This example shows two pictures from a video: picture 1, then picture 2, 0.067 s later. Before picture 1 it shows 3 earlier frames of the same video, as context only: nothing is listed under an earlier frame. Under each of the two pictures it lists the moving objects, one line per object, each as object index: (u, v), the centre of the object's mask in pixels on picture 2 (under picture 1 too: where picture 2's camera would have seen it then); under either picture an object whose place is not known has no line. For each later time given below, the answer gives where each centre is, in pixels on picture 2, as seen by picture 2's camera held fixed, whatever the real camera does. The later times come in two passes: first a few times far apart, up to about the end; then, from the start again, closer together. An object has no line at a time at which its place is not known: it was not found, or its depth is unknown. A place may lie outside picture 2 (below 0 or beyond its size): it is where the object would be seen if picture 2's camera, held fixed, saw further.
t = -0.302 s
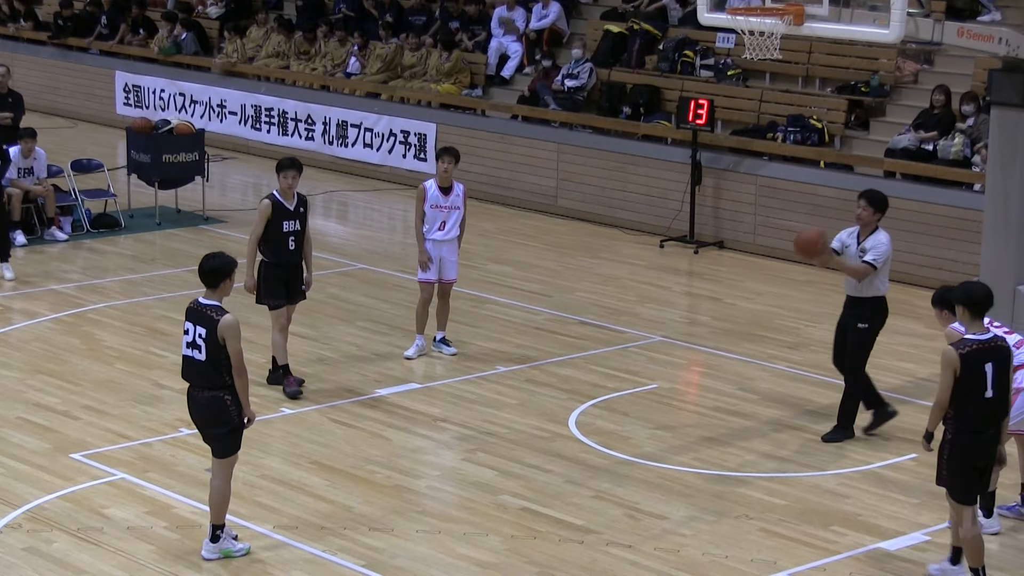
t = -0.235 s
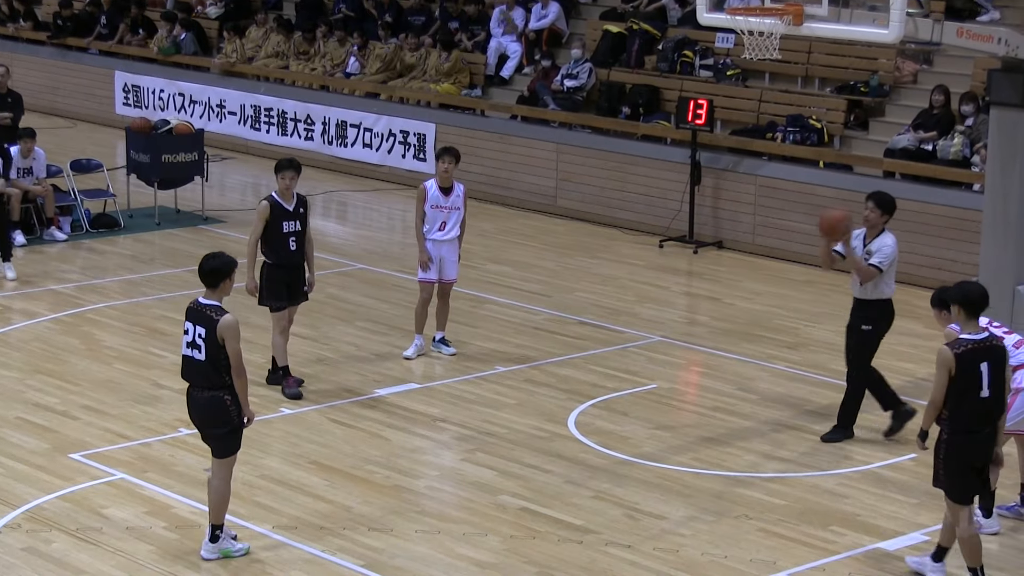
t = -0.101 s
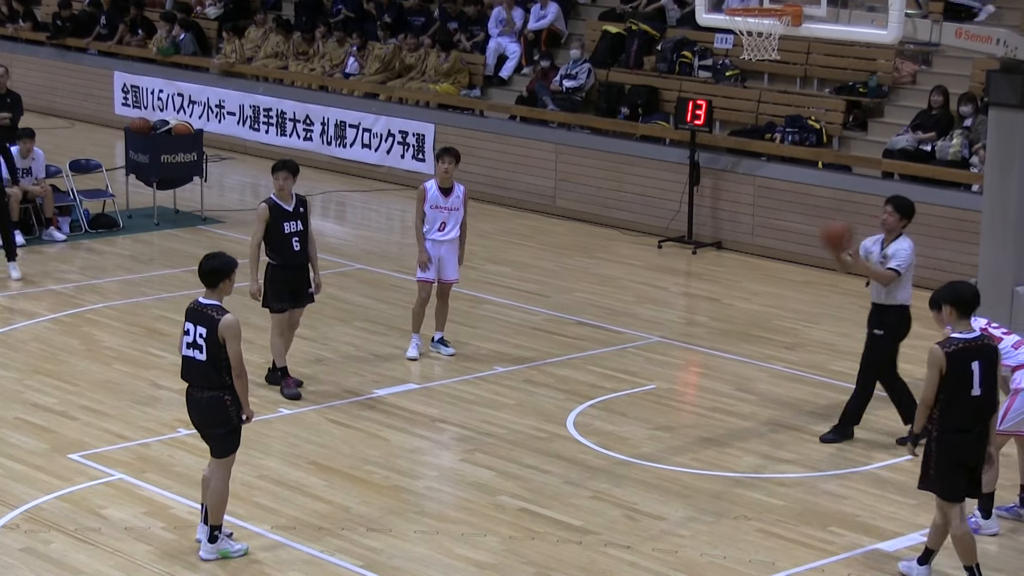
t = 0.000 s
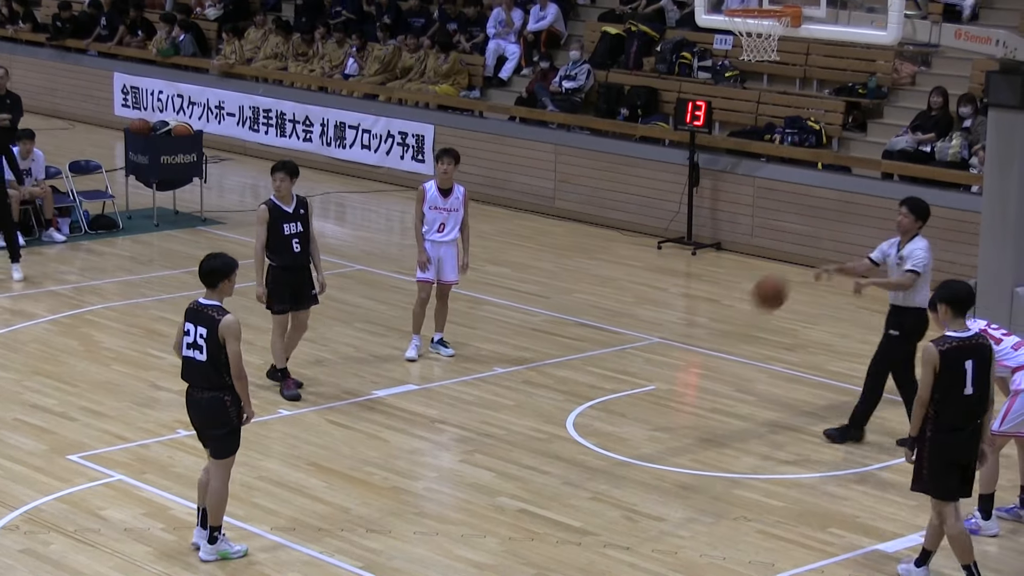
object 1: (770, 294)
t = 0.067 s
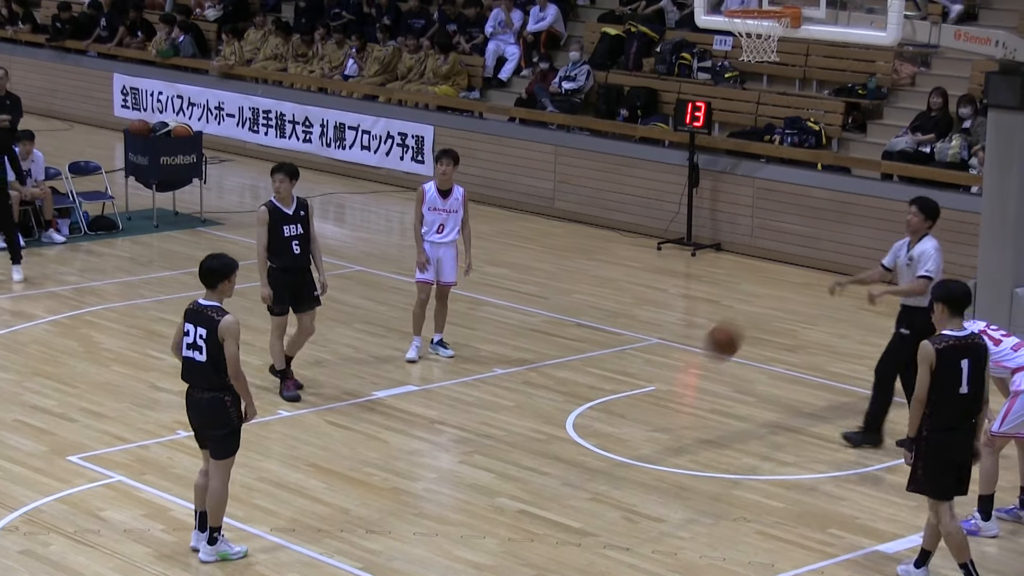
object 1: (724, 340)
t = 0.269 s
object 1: (594, 445)
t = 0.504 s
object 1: (482, 349)
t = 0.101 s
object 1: (699, 368)
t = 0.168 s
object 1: (653, 424)
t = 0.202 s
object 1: (629, 457)
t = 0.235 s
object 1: (610, 464)
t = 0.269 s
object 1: (594, 445)
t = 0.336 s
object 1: (562, 410)
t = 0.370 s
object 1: (547, 394)
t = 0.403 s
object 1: (531, 381)
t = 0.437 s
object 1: (515, 369)
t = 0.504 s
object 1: (482, 349)
